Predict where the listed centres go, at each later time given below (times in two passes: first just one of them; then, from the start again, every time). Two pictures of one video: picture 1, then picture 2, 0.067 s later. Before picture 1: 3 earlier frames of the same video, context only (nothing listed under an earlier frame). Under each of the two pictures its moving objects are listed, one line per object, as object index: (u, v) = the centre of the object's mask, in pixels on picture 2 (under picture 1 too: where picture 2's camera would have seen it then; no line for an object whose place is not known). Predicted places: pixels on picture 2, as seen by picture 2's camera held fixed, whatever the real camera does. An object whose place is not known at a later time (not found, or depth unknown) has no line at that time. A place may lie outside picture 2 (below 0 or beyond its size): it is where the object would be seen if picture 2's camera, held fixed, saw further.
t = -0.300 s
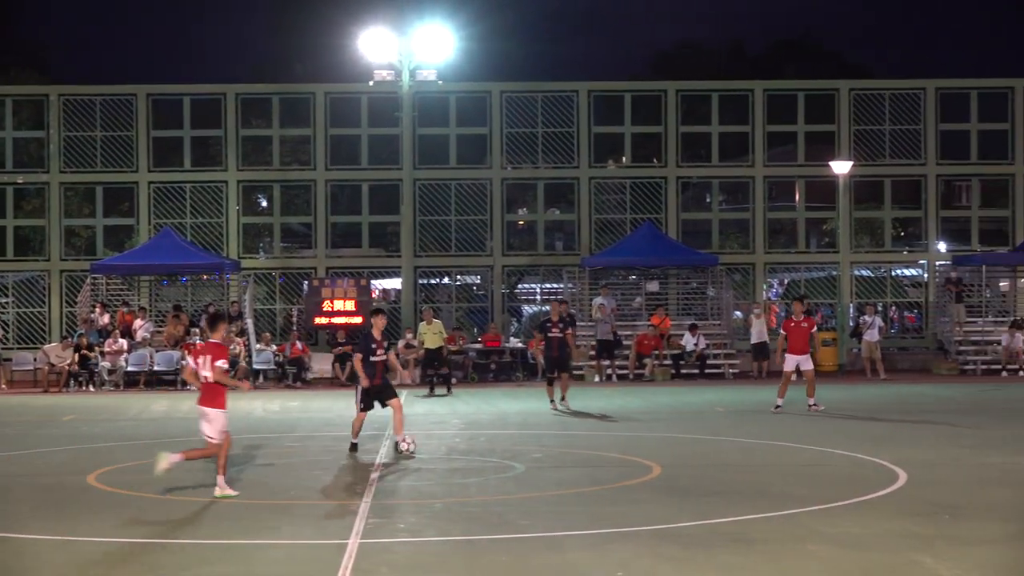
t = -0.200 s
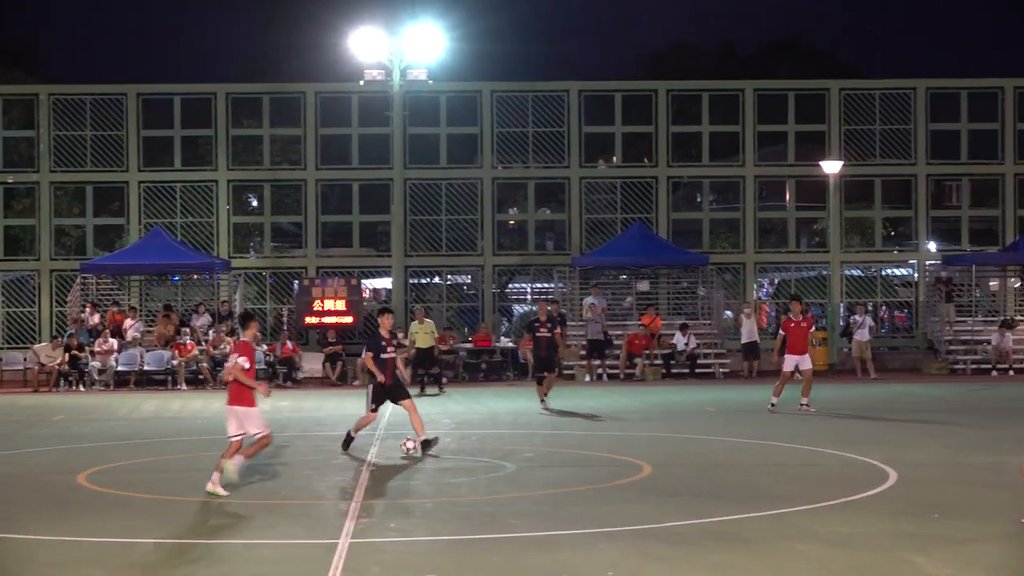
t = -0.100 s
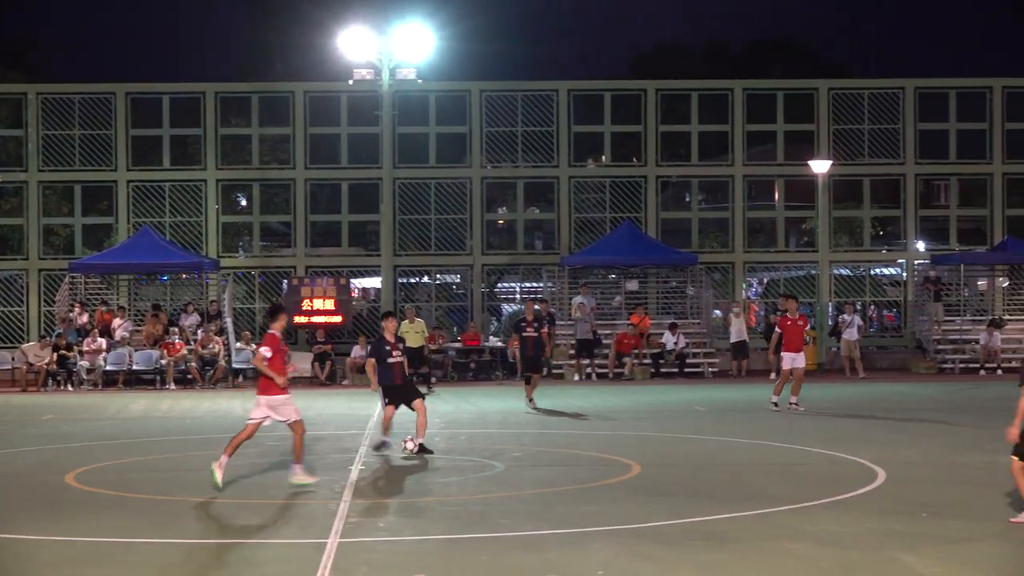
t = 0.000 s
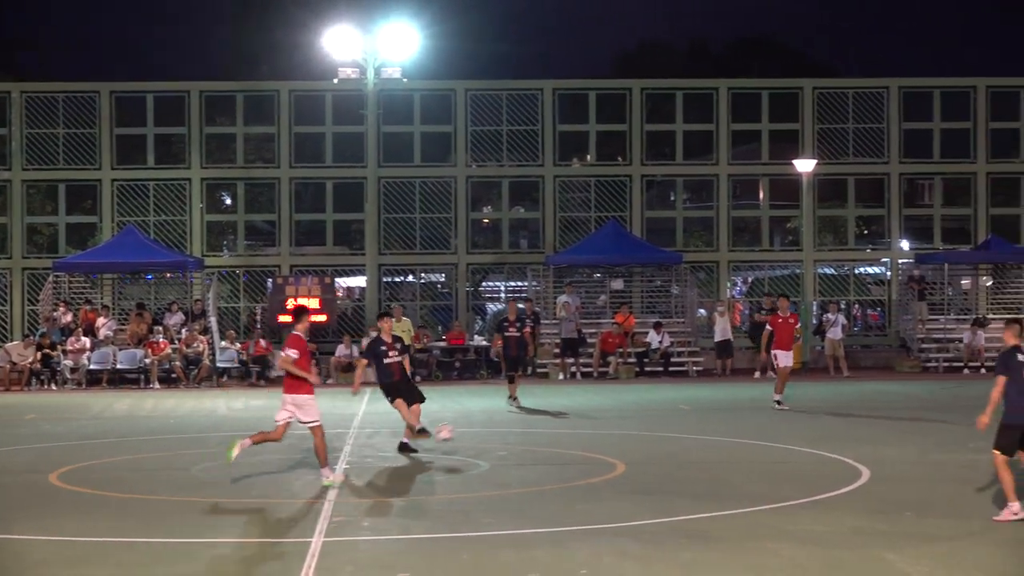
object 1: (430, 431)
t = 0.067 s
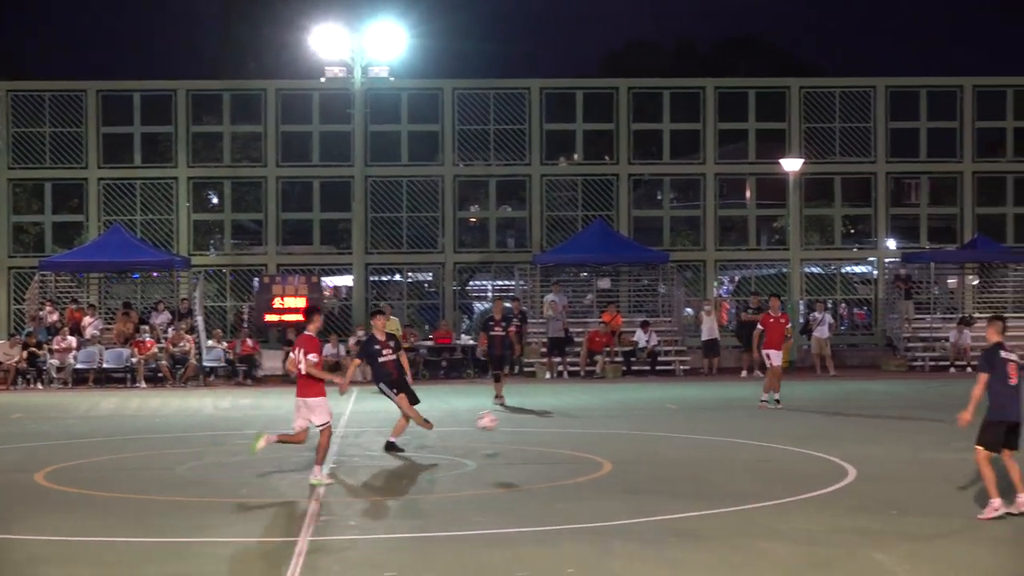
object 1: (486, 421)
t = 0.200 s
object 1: (610, 412)
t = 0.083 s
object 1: (501, 418)
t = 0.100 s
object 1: (515, 417)
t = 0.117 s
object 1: (530, 415)
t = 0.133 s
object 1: (546, 414)
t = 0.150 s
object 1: (562, 413)
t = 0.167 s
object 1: (577, 413)
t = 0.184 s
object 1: (594, 412)
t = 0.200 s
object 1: (610, 412)
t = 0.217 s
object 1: (628, 413)
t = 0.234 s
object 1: (645, 413)
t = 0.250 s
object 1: (663, 414)
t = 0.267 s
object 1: (681, 415)
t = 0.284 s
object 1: (700, 417)
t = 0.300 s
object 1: (719, 419)
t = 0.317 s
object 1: (738, 421)
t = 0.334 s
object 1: (758, 424)
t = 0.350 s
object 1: (778, 428)
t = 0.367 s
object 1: (798, 432)
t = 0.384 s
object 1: (820, 436)
